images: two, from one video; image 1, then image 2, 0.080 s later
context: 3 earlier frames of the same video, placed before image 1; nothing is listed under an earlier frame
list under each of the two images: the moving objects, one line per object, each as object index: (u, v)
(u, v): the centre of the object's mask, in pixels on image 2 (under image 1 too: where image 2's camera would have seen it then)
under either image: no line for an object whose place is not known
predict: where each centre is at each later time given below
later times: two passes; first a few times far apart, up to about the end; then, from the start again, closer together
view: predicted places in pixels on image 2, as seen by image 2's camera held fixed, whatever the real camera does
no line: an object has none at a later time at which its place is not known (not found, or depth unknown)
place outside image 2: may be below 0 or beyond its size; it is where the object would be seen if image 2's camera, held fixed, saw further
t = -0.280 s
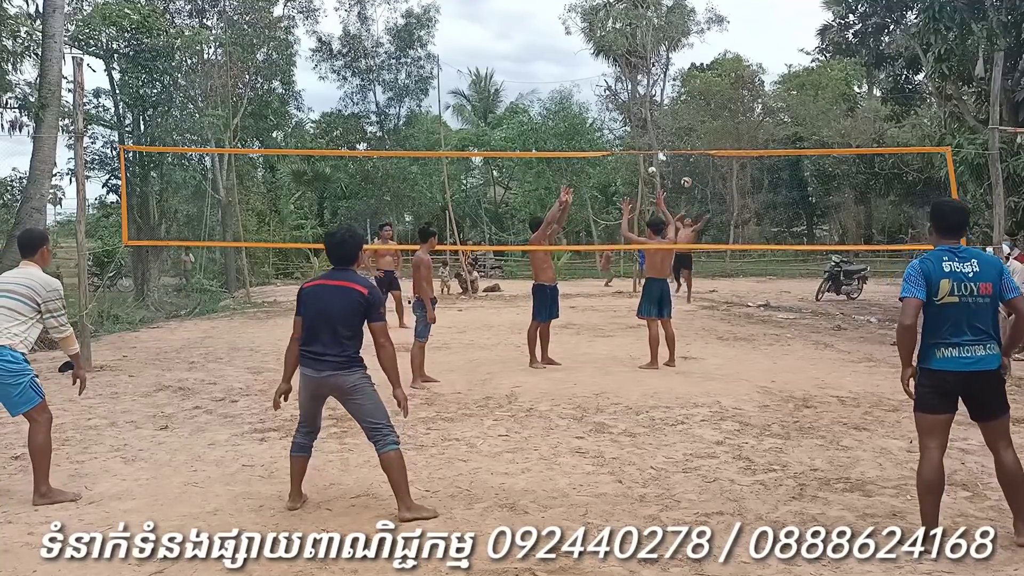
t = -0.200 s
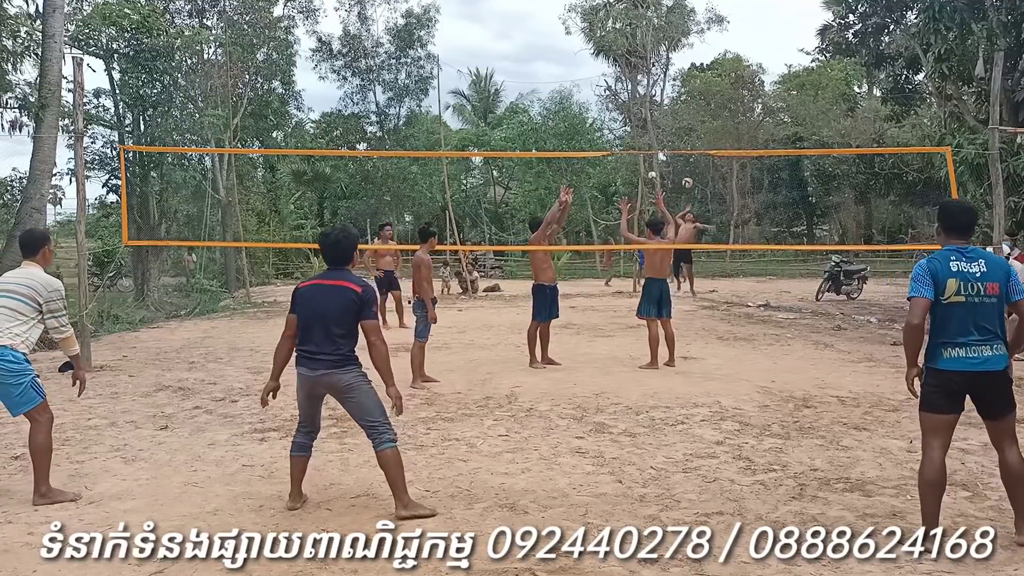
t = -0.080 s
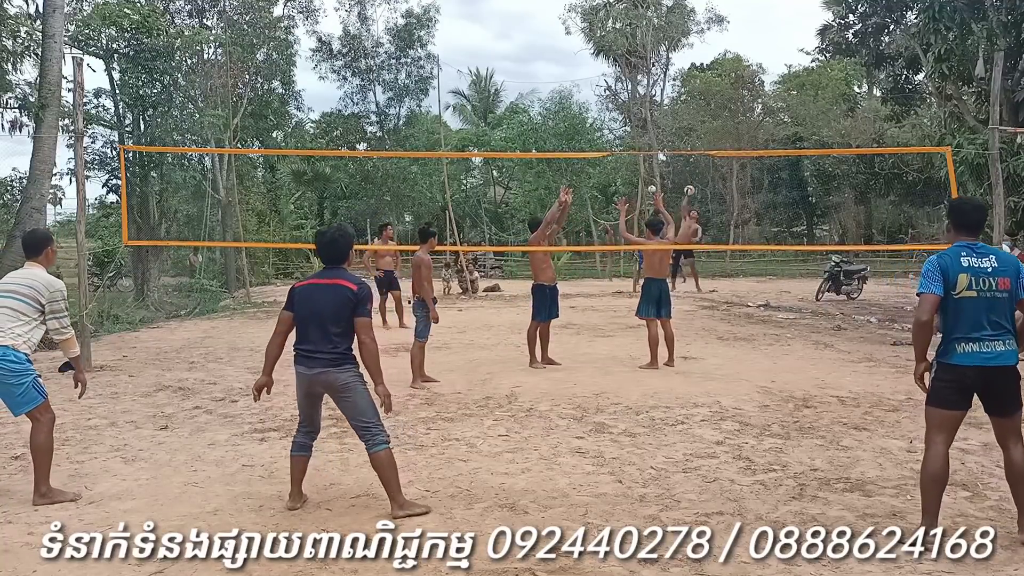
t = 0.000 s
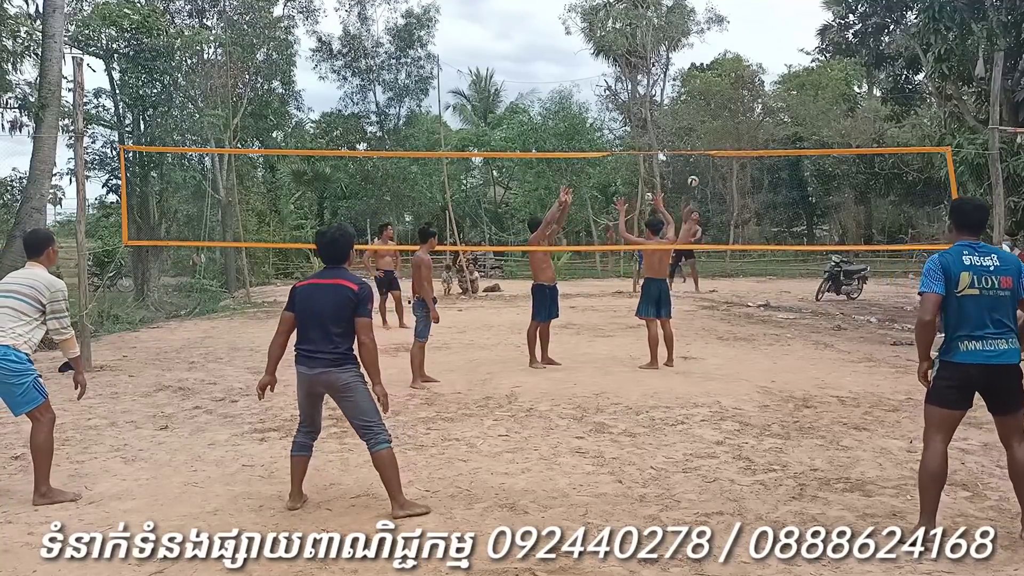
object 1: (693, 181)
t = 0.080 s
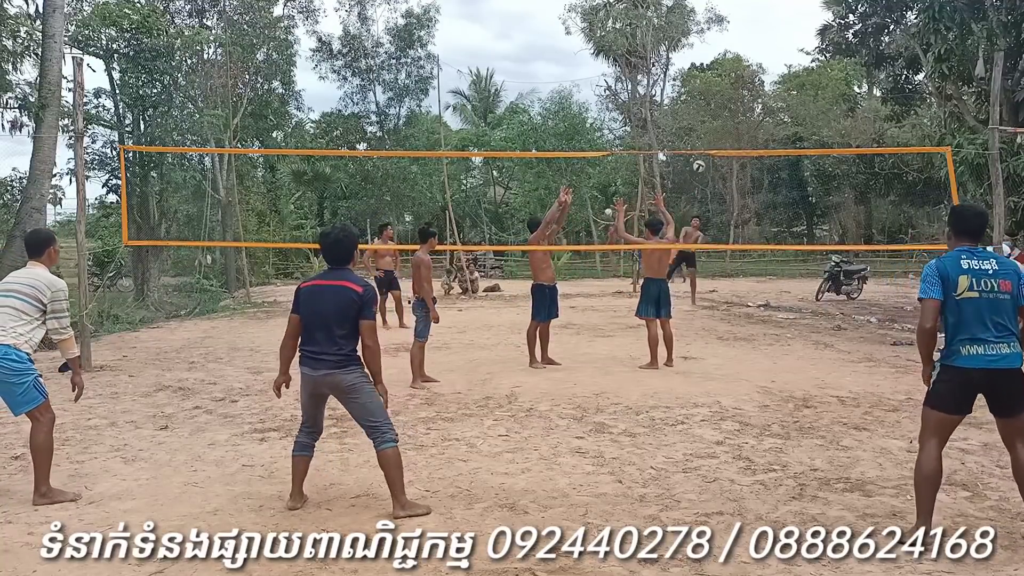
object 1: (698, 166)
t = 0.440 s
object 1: (737, 132)
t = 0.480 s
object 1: (744, 131)
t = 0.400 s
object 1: (731, 133)
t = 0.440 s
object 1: (737, 132)
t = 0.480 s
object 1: (744, 131)
